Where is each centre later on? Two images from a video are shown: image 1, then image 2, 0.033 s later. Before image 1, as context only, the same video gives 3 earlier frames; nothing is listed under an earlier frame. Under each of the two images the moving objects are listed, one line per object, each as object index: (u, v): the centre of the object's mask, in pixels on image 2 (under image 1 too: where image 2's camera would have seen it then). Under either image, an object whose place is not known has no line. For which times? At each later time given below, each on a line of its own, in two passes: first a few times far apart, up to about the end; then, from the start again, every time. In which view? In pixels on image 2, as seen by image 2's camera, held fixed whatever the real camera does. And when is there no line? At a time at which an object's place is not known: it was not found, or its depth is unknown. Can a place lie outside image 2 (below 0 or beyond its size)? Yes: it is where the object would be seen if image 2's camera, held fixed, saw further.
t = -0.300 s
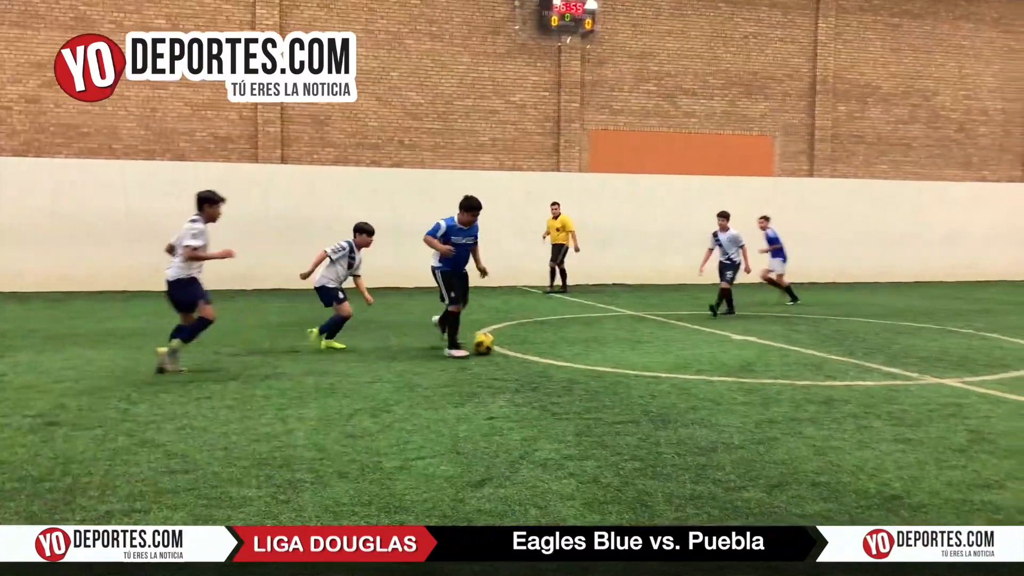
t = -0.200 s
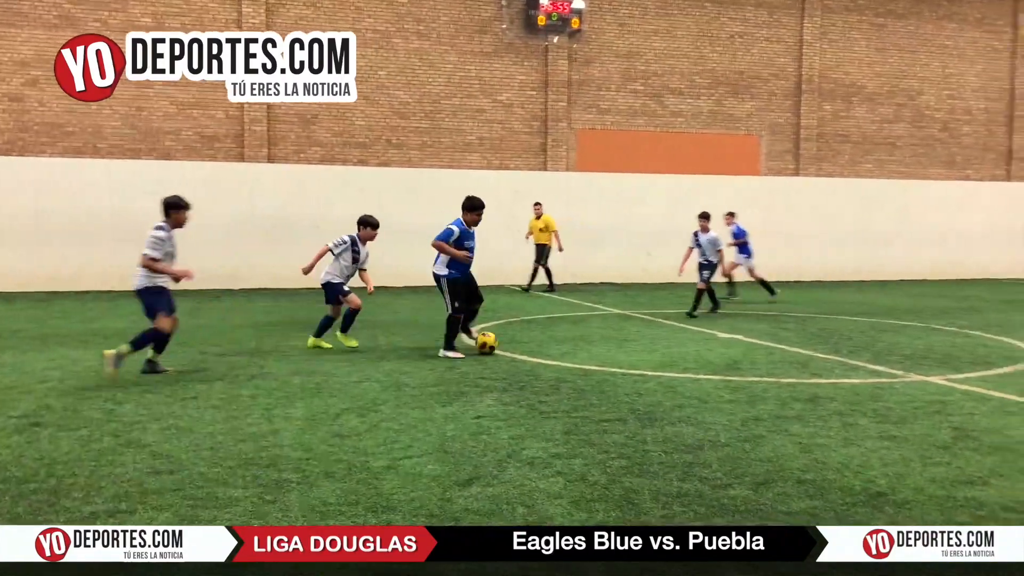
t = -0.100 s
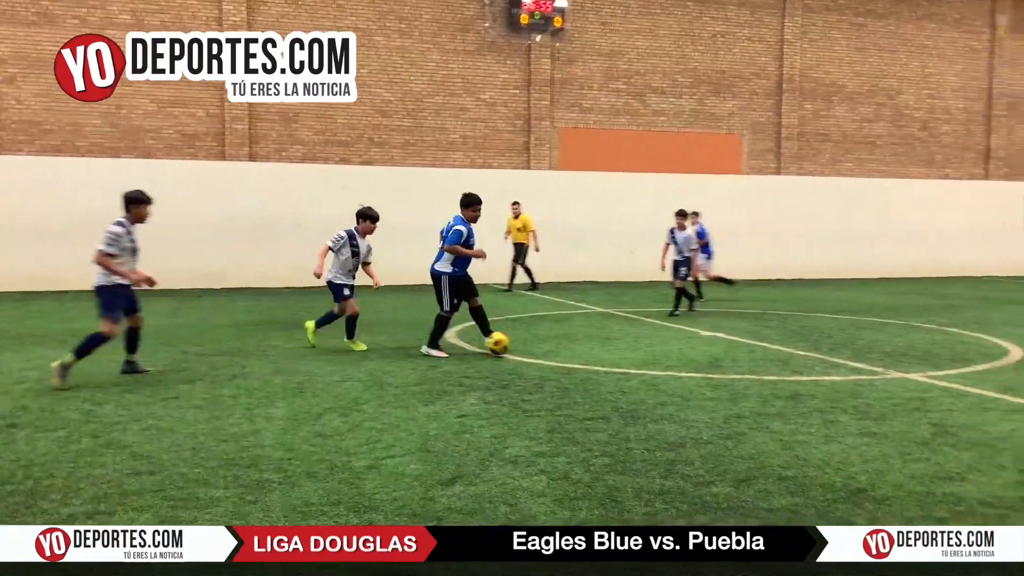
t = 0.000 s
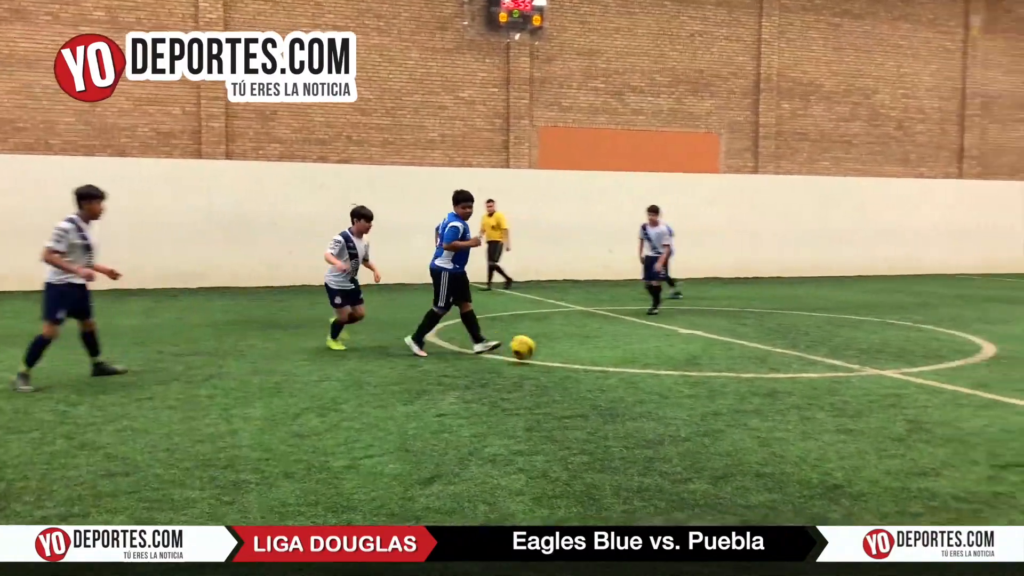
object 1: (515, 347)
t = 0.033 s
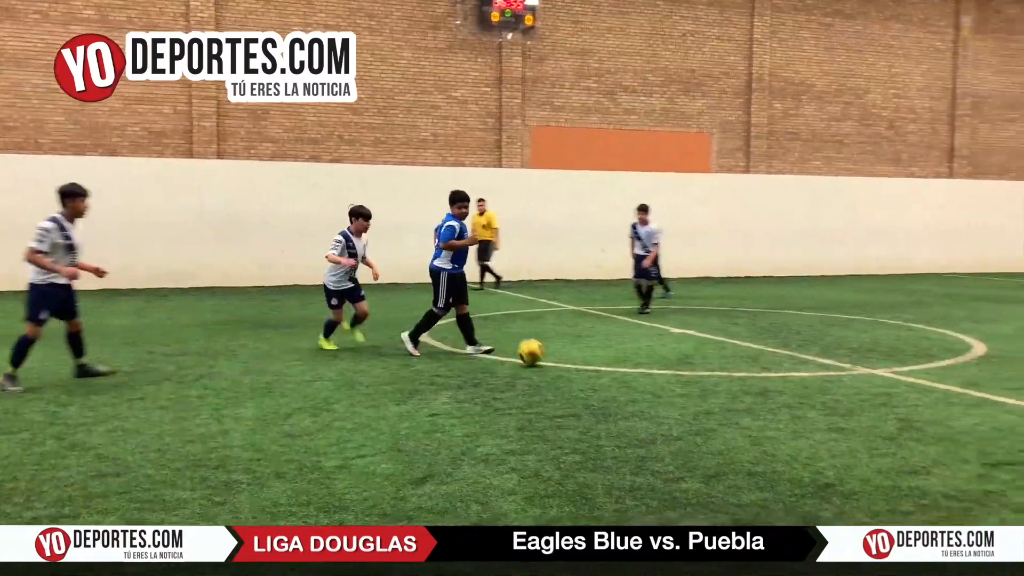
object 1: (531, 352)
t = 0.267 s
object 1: (644, 373)
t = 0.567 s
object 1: (817, 394)
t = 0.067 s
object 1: (547, 357)
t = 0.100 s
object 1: (563, 357)
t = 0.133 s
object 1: (578, 357)
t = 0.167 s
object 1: (593, 359)
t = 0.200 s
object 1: (610, 362)
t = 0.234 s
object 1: (626, 367)
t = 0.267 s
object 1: (644, 373)
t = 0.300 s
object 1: (661, 374)
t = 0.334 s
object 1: (678, 374)
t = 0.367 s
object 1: (695, 377)
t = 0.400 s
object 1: (714, 381)
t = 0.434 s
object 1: (734, 387)
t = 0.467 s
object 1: (753, 389)
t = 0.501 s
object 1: (773, 389)
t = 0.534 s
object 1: (795, 390)
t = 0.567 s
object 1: (817, 394)
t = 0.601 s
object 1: (840, 402)
